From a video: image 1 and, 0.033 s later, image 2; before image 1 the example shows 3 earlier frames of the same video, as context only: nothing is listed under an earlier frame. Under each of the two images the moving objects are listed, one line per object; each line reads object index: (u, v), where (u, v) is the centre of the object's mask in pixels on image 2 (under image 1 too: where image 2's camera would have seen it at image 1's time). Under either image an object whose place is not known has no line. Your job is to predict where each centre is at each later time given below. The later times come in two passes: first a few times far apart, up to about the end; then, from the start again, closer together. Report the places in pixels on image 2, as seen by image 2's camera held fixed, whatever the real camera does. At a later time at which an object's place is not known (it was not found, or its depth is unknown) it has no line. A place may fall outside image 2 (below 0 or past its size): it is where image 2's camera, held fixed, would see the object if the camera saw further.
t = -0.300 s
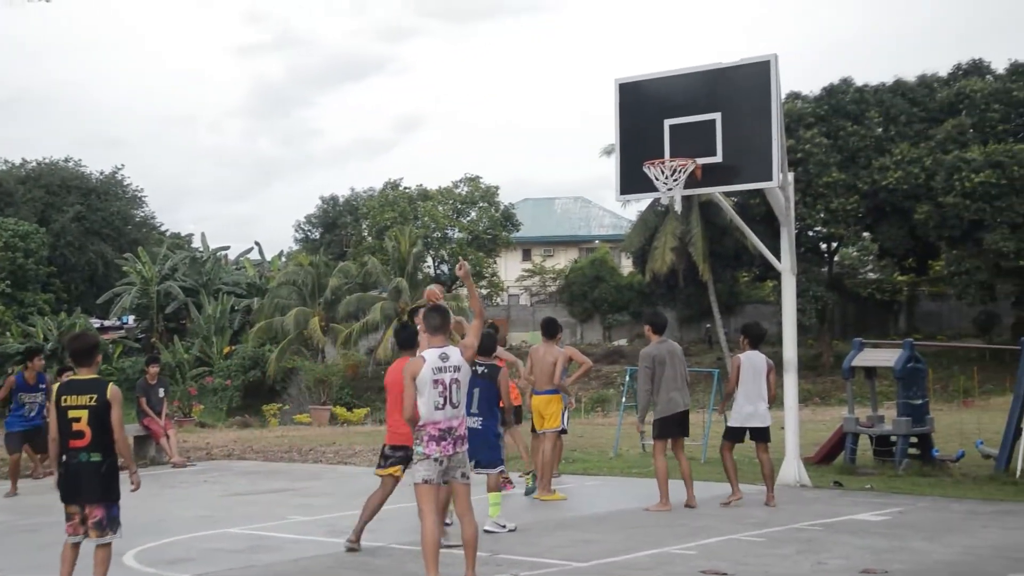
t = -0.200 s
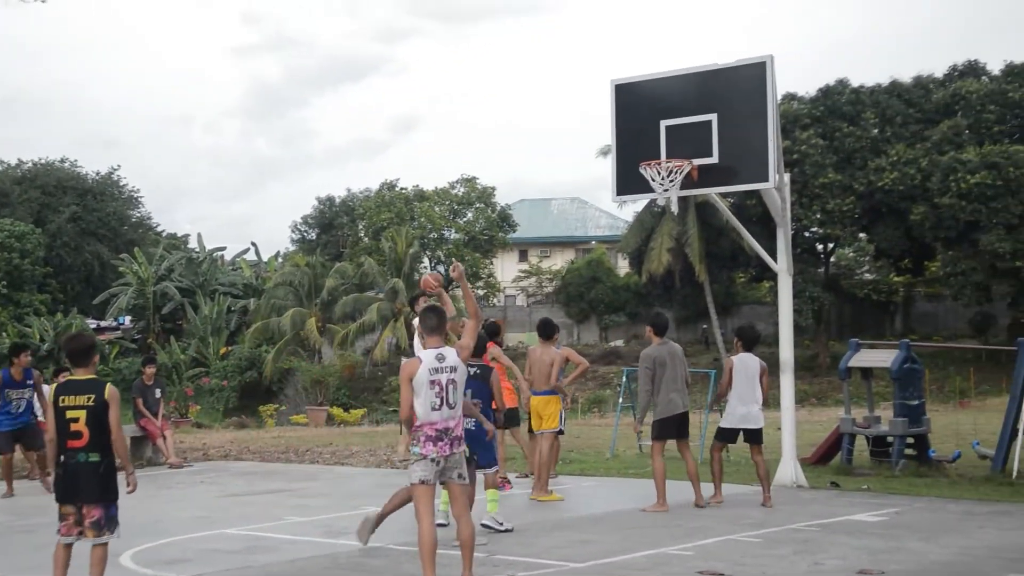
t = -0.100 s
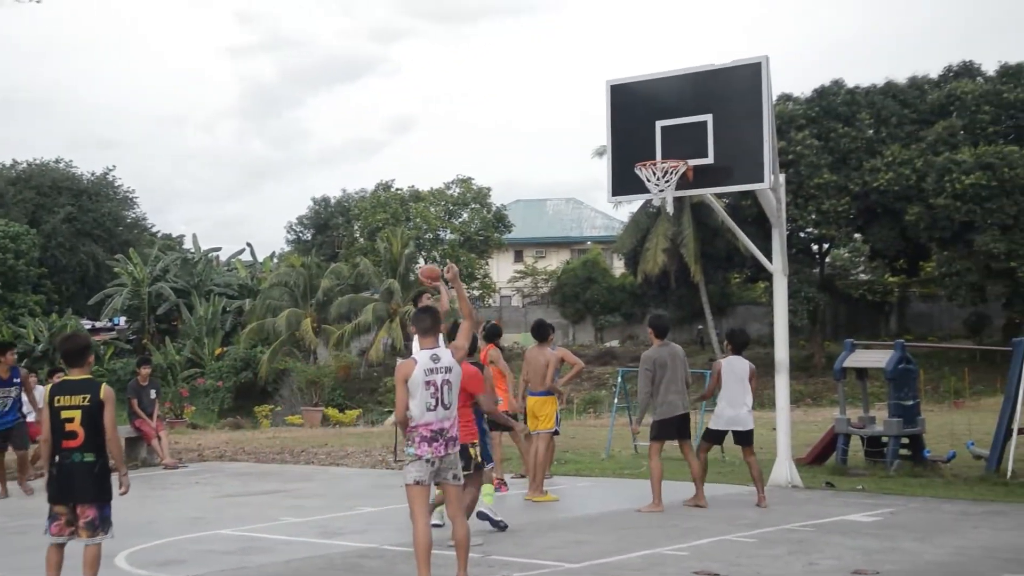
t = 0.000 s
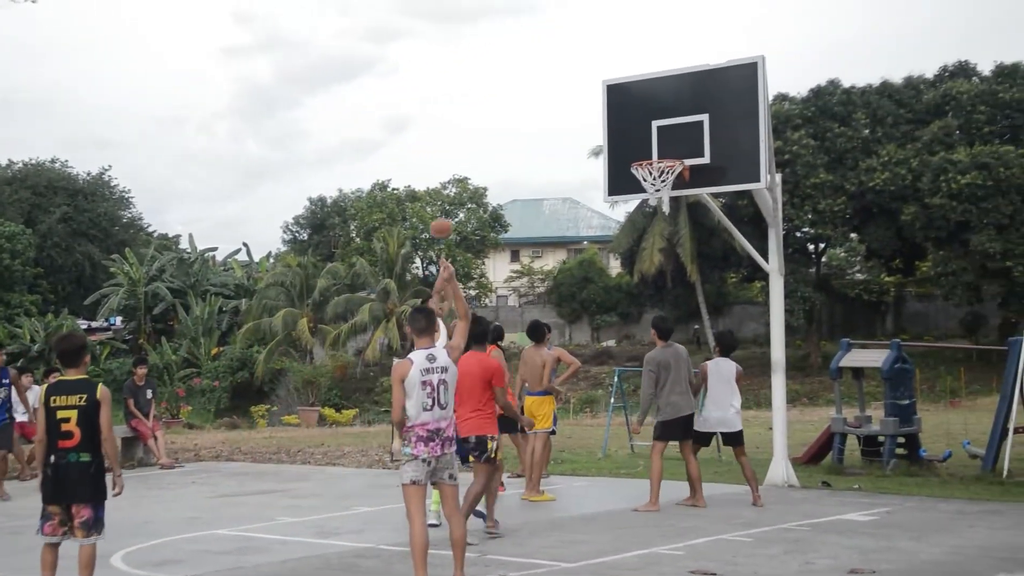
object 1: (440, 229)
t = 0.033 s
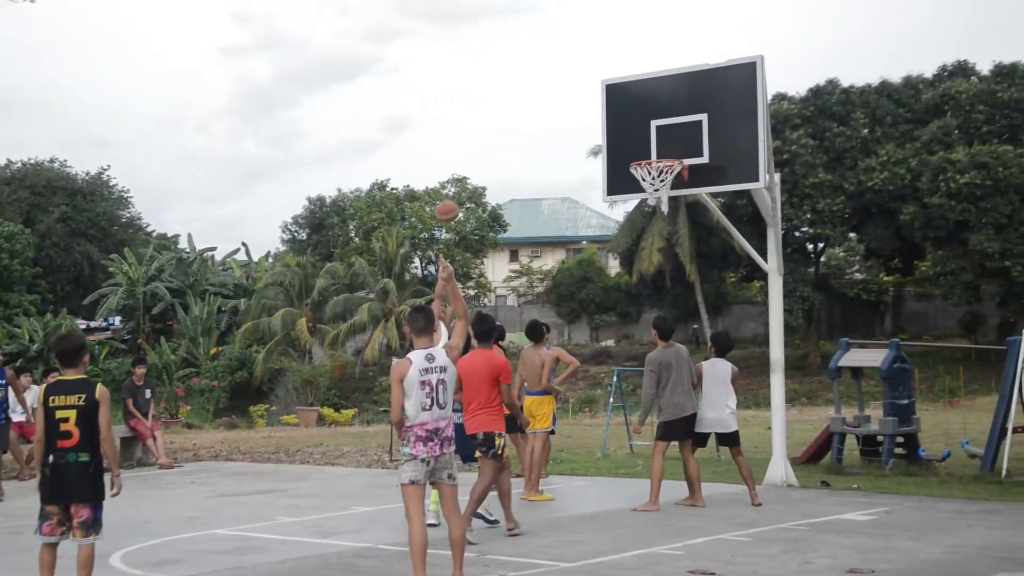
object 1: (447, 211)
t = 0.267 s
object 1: (495, 119)
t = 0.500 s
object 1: (545, 76)
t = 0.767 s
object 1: (605, 90)
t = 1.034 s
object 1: (646, 154)
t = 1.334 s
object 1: (601, 148)
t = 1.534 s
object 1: (568, 192)
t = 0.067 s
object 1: (454, 196)
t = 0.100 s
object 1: (461, 180)
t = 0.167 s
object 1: (474, 152)
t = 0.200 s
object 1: (481, 140)
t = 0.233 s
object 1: (488, 129)
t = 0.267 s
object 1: (495, 119)
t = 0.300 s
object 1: (502, 110)
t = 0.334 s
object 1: (509, 101)
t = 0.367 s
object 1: (516, 94)
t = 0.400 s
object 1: (523, 88)
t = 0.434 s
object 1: (531, 83)
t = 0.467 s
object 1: (538, 79)
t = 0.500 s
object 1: (545, 76)
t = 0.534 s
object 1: (552, 73)
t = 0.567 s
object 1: (560, 72)
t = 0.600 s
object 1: (567, 73)
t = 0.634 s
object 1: (574, 74)
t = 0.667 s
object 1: (582, 76)
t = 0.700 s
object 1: (589, 80)
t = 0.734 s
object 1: (598, 84)
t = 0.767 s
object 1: (605, 90)
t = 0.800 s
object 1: (613, 96)
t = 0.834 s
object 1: (621, 104)
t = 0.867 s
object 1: (625, 111)
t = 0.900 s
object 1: (630, 118)
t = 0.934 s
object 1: (635, 127)
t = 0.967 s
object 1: (639, 136)
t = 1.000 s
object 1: (643, 148)
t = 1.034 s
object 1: (646, 154)
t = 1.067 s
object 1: (642, 152)
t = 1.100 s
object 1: (638, 148)
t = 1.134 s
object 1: (634, 144)
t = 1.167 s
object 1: (628, 142)
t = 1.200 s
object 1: (623, 141)
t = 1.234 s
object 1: (617, 141)
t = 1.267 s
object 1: (612, 142)
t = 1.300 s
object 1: (606, 144)
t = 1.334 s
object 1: (601, 148)
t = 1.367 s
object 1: (595, 153)
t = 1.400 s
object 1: (590, 158)
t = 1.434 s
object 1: (584, 164)
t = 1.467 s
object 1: (579, 172)
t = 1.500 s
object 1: (573, 181)
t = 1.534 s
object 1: (568, 192)
